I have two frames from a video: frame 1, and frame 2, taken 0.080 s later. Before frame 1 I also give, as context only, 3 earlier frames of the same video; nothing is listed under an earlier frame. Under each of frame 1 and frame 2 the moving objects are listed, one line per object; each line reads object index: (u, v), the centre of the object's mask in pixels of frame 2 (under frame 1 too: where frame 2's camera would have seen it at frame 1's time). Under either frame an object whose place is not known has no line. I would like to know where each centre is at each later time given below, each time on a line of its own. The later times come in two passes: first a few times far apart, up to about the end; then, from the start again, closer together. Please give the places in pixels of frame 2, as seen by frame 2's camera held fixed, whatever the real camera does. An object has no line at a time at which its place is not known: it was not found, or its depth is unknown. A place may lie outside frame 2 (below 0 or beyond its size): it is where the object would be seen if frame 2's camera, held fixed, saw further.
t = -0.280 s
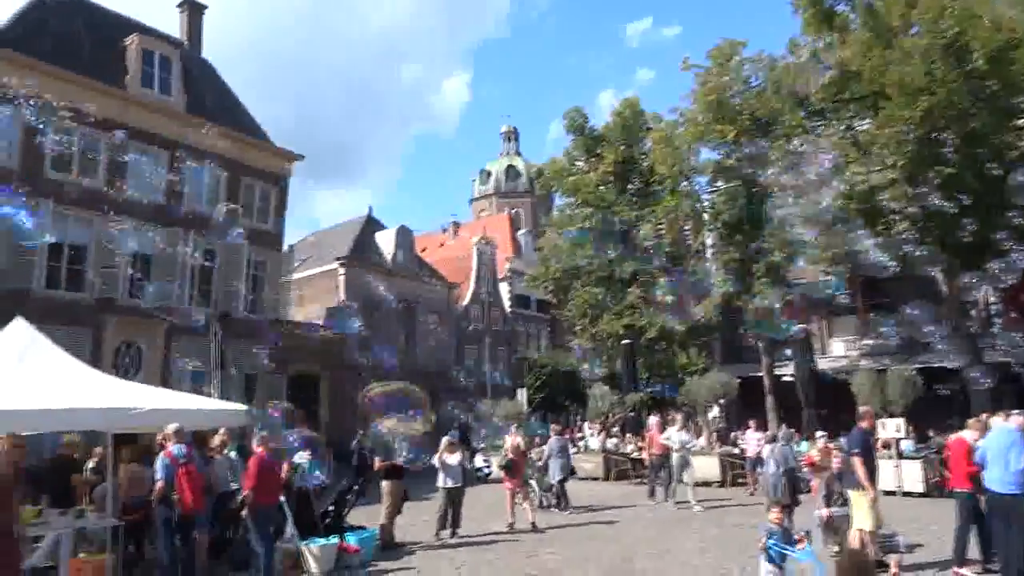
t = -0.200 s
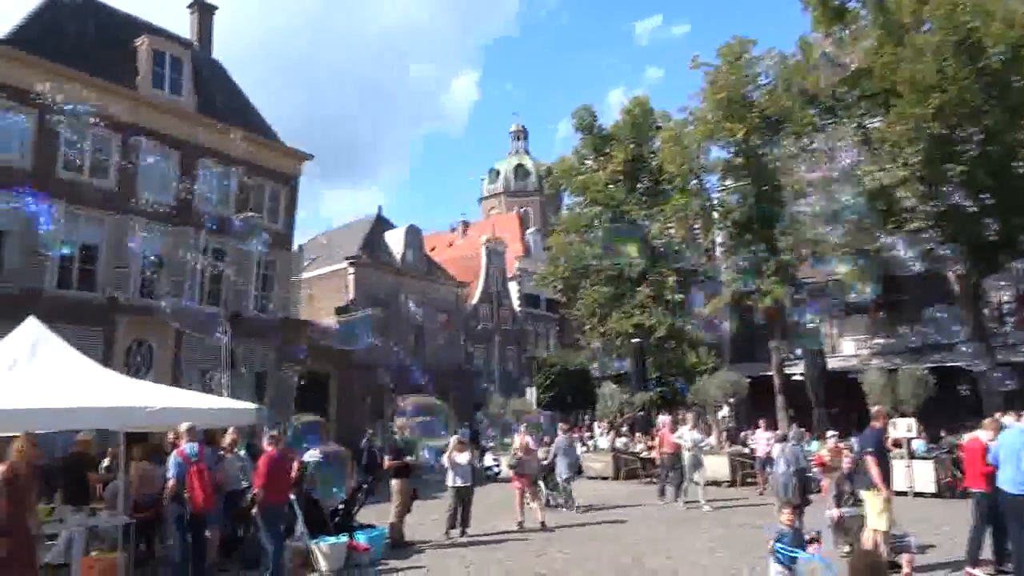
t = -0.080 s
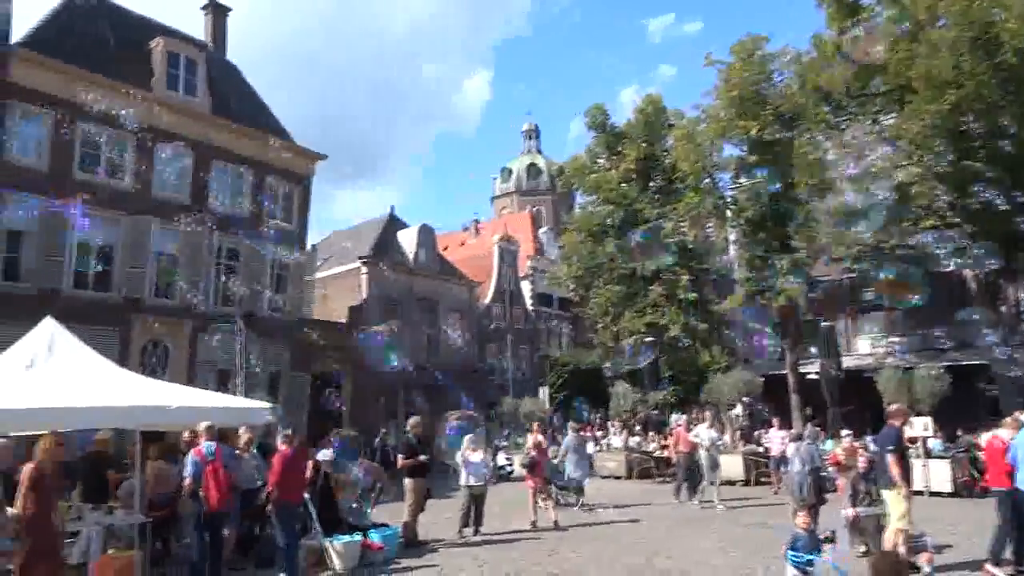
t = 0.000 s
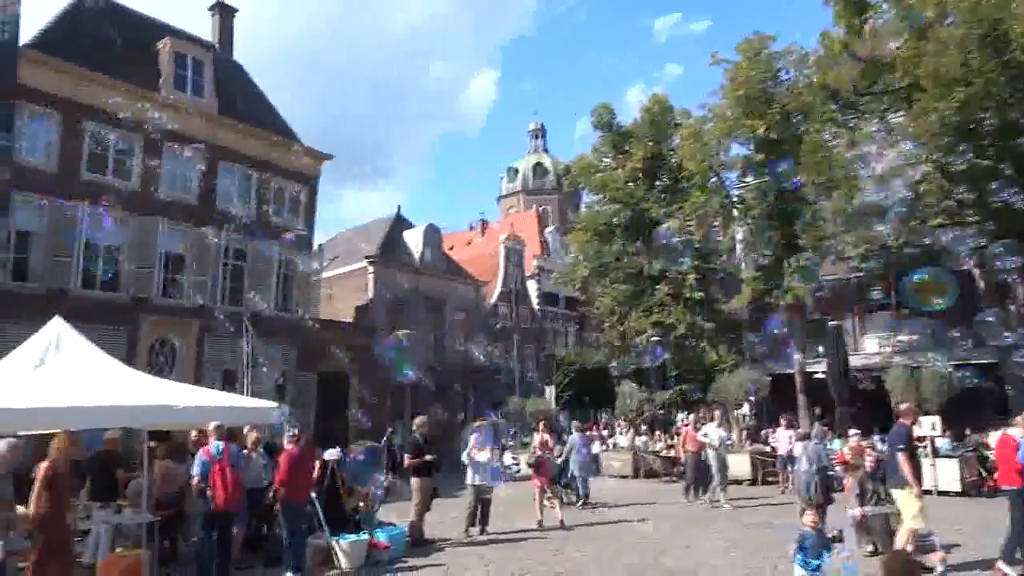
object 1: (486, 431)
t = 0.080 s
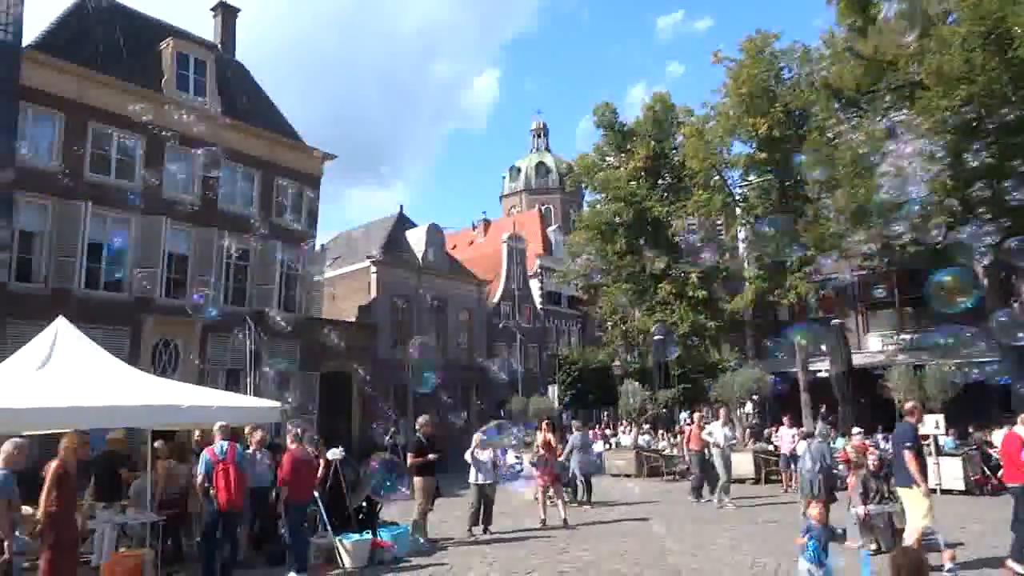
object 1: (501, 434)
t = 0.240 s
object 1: (519, 433)
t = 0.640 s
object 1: (580, 409)
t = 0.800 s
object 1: (599, 393)
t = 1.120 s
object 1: (633, 365)
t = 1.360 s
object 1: (657, 349)
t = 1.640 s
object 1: (684, 329)
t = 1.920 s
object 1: (710, 314)
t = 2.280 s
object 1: (751, 301)
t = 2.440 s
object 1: (767, 296)
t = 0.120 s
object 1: (501, 434)
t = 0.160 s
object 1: (504, 433)
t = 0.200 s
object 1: (516, 433)
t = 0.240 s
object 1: (519, 433)
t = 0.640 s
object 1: (580, 409)
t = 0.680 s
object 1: (584, 407)
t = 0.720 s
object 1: (592, 400)
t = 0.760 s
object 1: (597, 395)
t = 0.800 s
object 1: (599, 393)
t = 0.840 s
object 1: (602, 391)
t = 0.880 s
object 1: (605, 387)
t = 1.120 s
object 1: (633, 365)
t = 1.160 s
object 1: (634, 364)
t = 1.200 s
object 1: (638, 362)
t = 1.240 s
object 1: (648, 352)
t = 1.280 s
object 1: (651, 351)
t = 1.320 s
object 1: (654, 350)
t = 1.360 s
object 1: (657, 349)
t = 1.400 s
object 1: (661, 346)
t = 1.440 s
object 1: (665, 347)
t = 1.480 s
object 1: (670, 341)
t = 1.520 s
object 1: (673, 336)
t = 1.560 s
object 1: (677, 332)
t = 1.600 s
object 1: (682, 330)
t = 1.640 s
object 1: (684, 329)
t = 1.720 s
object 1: (687, 327)
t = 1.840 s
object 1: (705, 316)
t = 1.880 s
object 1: (707, 315)
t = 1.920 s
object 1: (710, 314)
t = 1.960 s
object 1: (714, 313)
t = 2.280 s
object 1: (751, 301)
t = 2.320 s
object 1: (756, 300)
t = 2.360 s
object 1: (759, 300)
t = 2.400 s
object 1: (760, 299)
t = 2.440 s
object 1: (767, 296)
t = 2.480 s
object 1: (774, 293)
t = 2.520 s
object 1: (775, 295)
